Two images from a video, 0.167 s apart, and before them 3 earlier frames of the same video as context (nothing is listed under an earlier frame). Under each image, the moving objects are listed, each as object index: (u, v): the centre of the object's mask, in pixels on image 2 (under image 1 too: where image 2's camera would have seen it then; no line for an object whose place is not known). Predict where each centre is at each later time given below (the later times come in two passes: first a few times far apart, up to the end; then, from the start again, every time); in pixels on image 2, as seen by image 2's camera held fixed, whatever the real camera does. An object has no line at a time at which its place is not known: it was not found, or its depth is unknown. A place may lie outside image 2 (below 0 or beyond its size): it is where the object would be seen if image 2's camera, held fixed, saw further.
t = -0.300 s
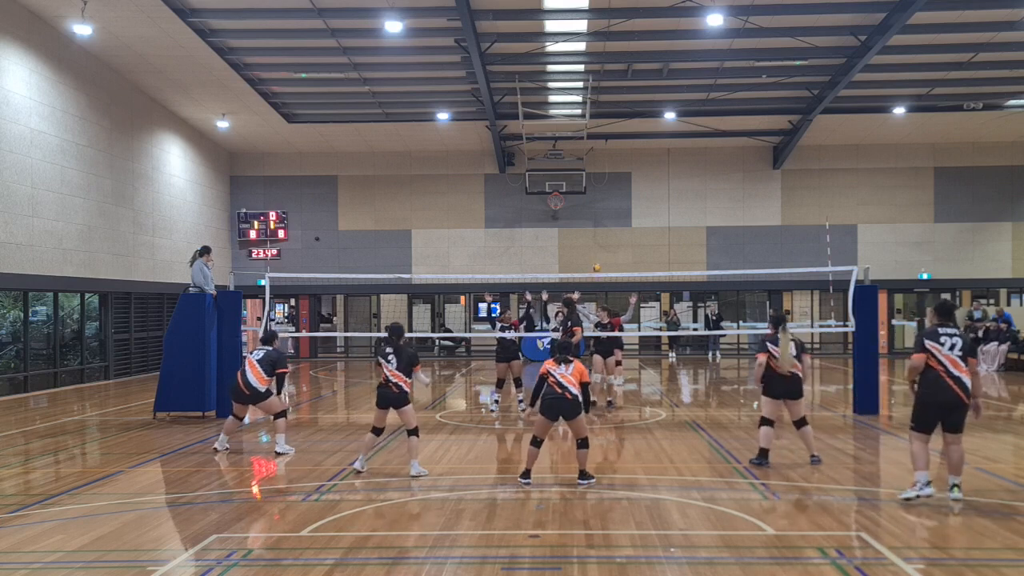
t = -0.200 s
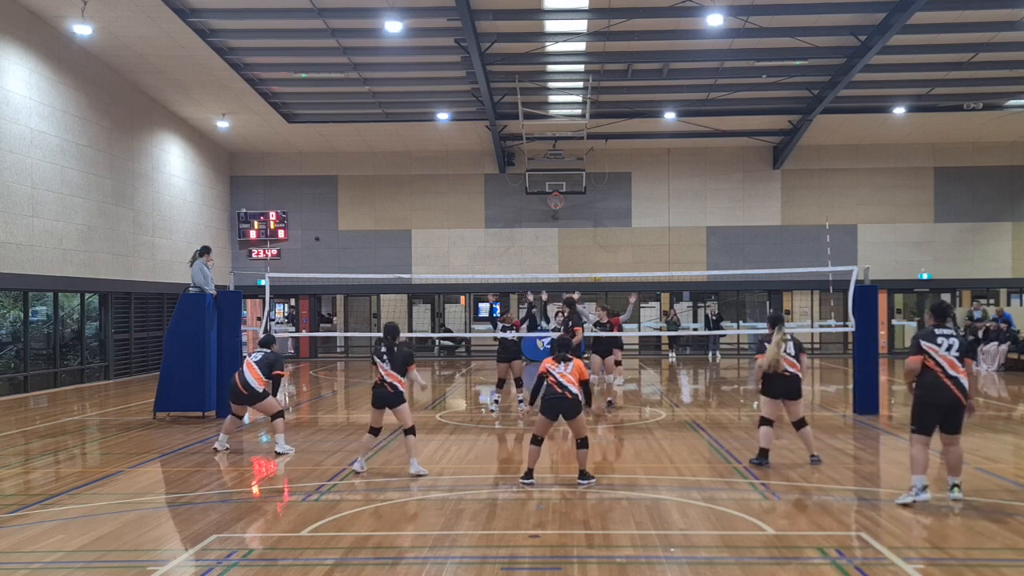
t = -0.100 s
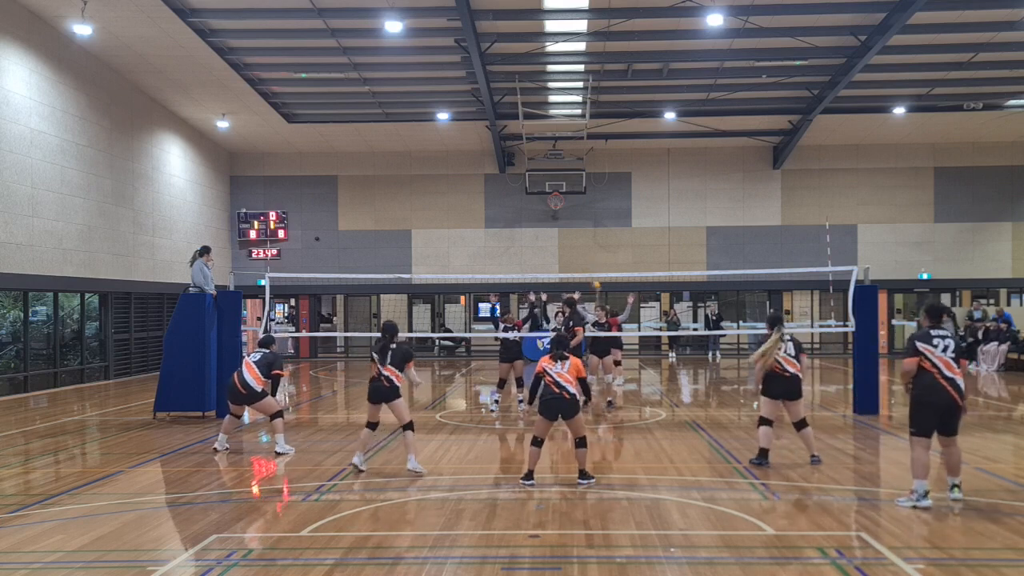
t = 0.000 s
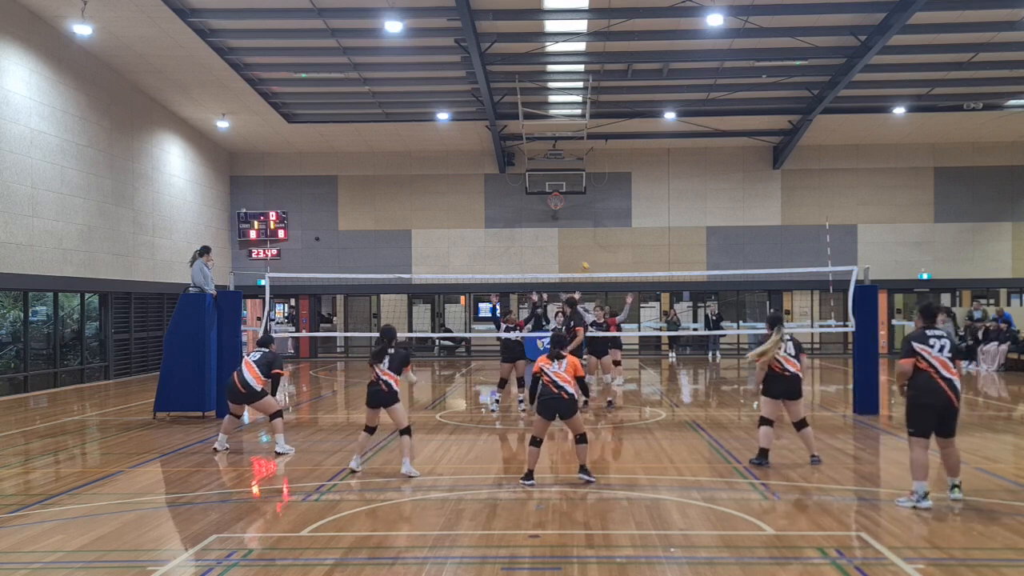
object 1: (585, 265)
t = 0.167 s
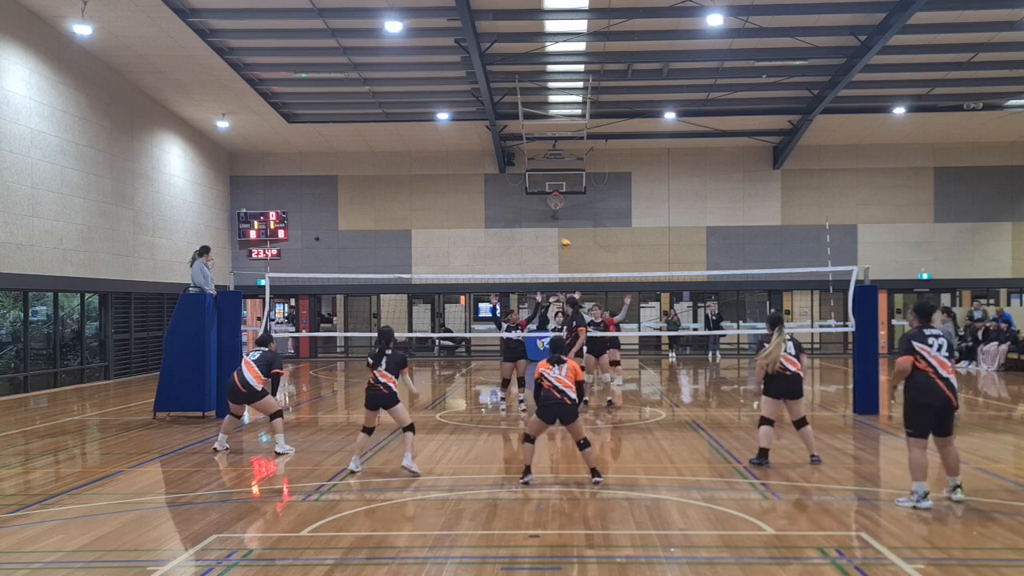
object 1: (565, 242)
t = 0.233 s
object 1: (557, 237)
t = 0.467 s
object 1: (525, 228)
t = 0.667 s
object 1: (494, 246)
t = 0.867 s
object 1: (456, 301)
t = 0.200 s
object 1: (561, 239)
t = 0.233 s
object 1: (557, 237)
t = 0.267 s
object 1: (552, 234)
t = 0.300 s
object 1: (548, 231)
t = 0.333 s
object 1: (544, 229)
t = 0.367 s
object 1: (540, 228)
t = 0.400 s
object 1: (535, 228)
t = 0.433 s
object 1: (531, 227)
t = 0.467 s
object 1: (525, 228)
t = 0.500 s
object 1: (521, 228)
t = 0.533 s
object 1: (516, 230)
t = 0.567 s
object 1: (511, 234)
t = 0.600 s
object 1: (506, 236)
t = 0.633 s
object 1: (500, 240)
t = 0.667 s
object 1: (494, 246)
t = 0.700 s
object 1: (488, 253)
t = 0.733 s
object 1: (482, 261)
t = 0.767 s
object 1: (476, 267)
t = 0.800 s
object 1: (469, 279)
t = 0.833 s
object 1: (463, 288)
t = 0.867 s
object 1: (456, 301)
